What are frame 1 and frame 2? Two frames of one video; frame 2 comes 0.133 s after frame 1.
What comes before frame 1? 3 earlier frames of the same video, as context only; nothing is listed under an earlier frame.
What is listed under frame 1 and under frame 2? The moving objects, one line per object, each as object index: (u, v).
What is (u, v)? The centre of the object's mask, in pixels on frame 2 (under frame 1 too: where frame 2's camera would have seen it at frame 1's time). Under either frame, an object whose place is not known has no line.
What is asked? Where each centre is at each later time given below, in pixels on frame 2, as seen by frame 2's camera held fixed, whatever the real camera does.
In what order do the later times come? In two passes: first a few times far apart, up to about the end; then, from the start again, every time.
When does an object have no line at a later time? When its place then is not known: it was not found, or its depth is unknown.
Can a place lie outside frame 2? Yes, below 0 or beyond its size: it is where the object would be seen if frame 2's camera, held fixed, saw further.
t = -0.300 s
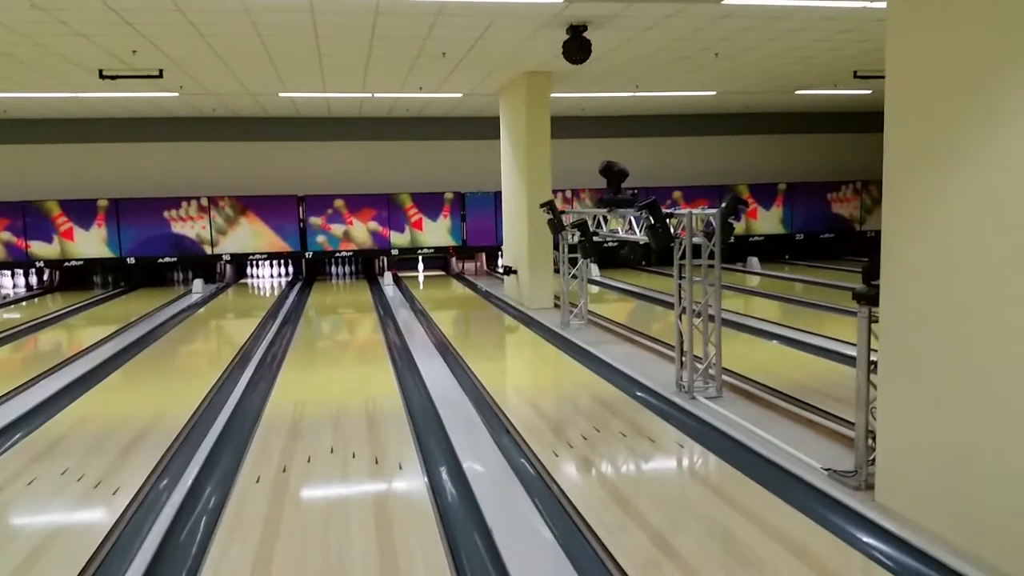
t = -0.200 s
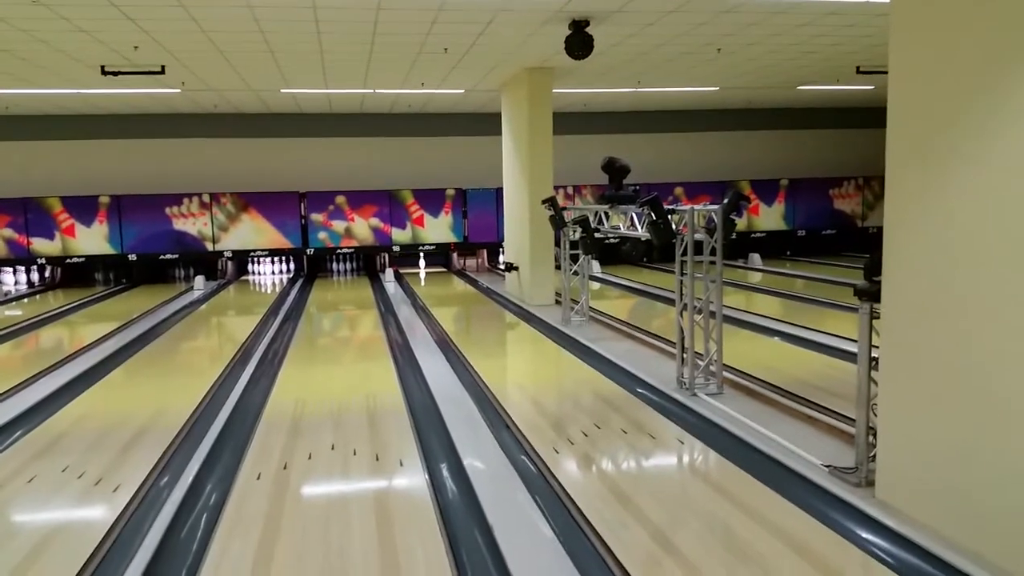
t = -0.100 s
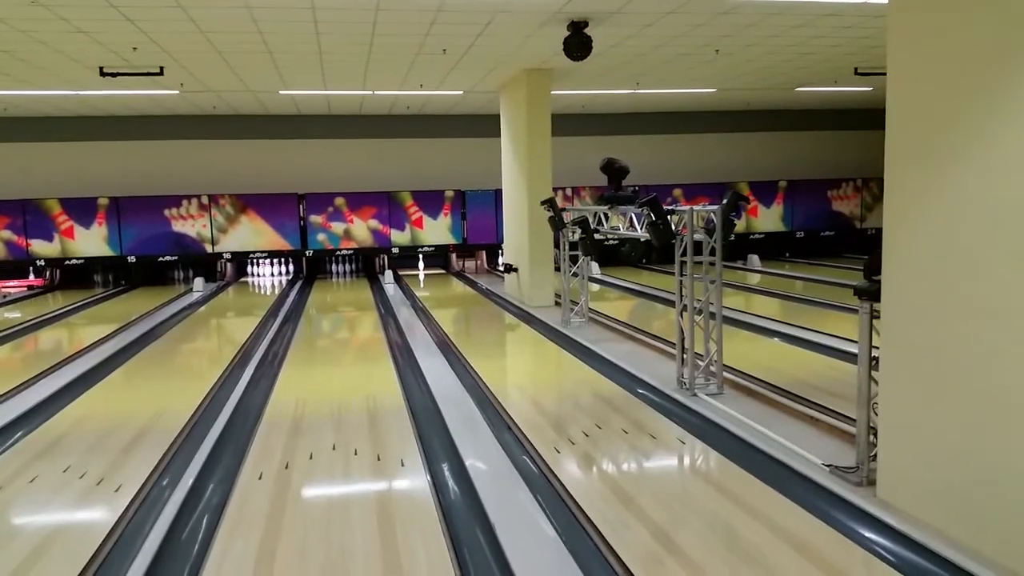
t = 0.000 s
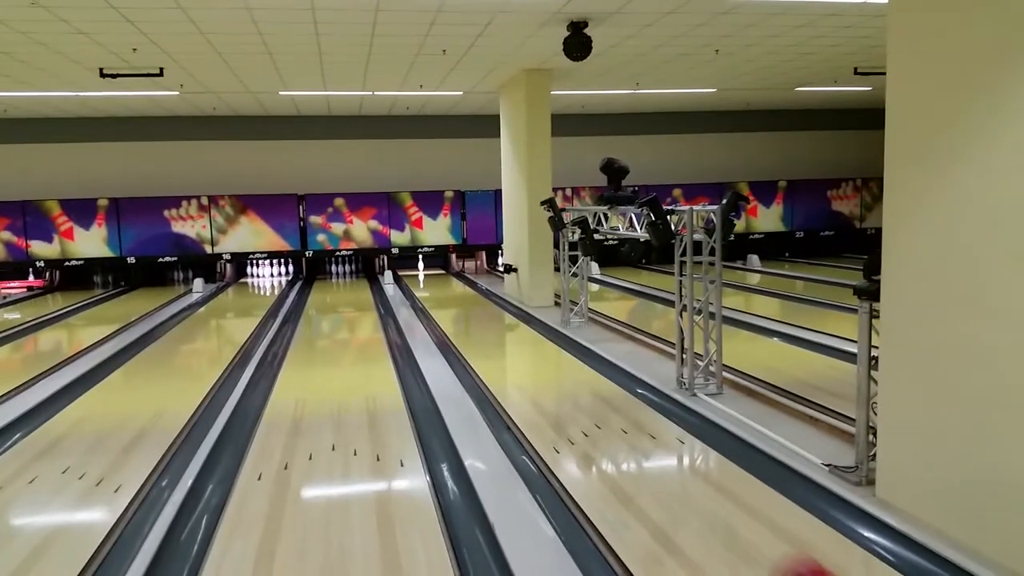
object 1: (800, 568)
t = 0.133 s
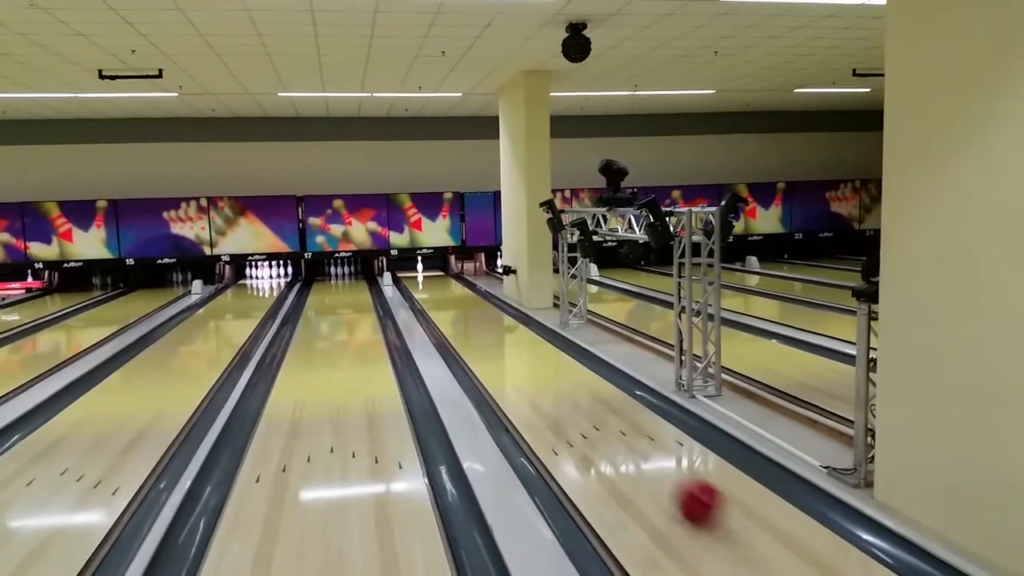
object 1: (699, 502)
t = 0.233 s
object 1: (644, 457)
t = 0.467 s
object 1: (567, 392)
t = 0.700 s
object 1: (522, 353)
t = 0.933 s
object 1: (495, 328)
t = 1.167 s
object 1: (472, 312)
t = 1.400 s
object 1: (456, 299)
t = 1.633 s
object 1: (443, 289)
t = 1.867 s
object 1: (434, 281)
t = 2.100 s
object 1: (426, 275)
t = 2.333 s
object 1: (419, 269)
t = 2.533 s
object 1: (409, 267)
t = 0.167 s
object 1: (679, 486)
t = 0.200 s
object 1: (661, 470)
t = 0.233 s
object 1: (644, 457)
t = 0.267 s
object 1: (630, 445)
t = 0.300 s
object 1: (617, 434)
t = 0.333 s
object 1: (605, 423)
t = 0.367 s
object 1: (595, 414)
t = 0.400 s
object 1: (585, 406)
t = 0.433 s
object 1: (576, 399)
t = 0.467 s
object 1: (567, 392)
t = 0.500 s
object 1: (559, 385)
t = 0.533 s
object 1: (552, 379)
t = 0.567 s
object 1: (545, 373)
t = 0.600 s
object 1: (539, 367)
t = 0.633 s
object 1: (533, 362)
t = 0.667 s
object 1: (527, 358)
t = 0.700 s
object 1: (522, 353)
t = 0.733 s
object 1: (517, 349)
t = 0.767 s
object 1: (512, 341)
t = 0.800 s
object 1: (508, 338)
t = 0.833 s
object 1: (505, 336)
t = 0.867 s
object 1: (502, 334)
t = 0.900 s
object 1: (498, 331)
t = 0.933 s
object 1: (495, 328)
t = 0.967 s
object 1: (489, 326)
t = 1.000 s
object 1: (486, 323)
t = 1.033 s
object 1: (483, 321)
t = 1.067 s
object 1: (480, 319)
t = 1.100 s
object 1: (477, 316)
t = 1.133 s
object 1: (474, 314)
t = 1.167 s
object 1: (472, 312)
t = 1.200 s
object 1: (469, 310)
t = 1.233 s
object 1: (467, 308)
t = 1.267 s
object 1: (464, 306)
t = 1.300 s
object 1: (462, 304)
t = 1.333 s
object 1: (460, 302)
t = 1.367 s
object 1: (458, 300)
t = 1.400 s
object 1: (456, 299)
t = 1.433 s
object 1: (454, 297)
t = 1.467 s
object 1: (452, 296)
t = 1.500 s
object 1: (450, 294)
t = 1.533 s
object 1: (449, 292)
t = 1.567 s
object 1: (447, 291)
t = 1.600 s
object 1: (445, 290)
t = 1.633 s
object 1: (443, 289)
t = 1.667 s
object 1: (442, 287)
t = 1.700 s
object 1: (440, 286)
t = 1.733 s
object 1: (439, 285)
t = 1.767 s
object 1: (437, 284)
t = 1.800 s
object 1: (436, 283)
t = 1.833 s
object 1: (435, 282)
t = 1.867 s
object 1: (434, 281)
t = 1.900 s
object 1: (432, 280)
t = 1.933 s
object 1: (431, 279)
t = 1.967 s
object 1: (429, 277)
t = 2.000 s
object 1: (429, 277)
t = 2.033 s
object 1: (428, 276)
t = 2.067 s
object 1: (427, 275)
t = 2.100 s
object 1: (426, 275)
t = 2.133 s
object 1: (425, 274)
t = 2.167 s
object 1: (424, 273)
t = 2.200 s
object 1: (423, 272)
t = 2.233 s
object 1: (422, 272)
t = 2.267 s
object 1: (421, 271)
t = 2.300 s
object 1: (420, 270)
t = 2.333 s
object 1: (419, 269)
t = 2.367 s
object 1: (419, 268)
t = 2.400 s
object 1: (417, 268)
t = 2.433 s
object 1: (415, 268)
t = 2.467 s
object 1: (413, 267)
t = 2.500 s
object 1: (411, 267)
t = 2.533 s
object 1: (409, 267)
